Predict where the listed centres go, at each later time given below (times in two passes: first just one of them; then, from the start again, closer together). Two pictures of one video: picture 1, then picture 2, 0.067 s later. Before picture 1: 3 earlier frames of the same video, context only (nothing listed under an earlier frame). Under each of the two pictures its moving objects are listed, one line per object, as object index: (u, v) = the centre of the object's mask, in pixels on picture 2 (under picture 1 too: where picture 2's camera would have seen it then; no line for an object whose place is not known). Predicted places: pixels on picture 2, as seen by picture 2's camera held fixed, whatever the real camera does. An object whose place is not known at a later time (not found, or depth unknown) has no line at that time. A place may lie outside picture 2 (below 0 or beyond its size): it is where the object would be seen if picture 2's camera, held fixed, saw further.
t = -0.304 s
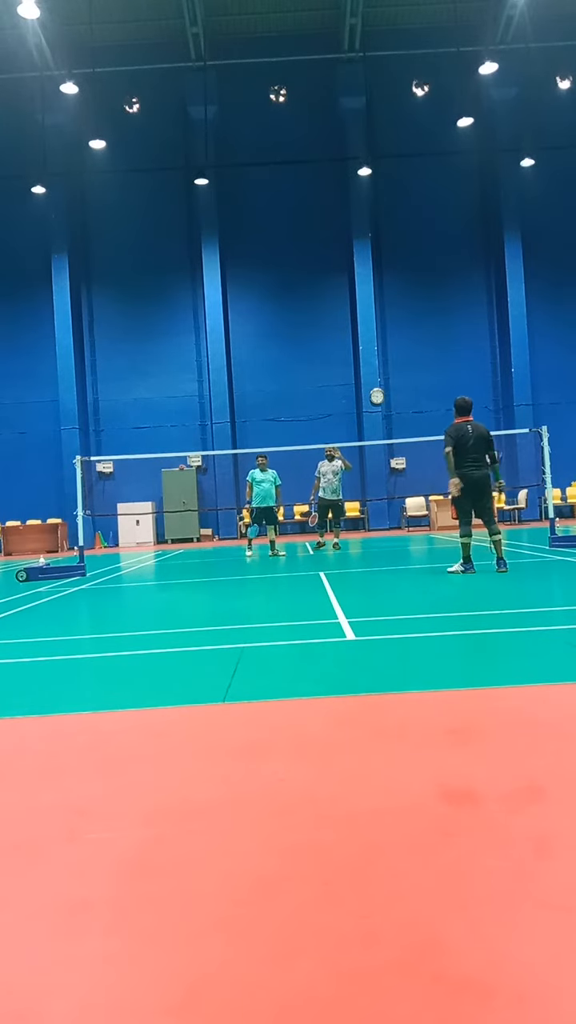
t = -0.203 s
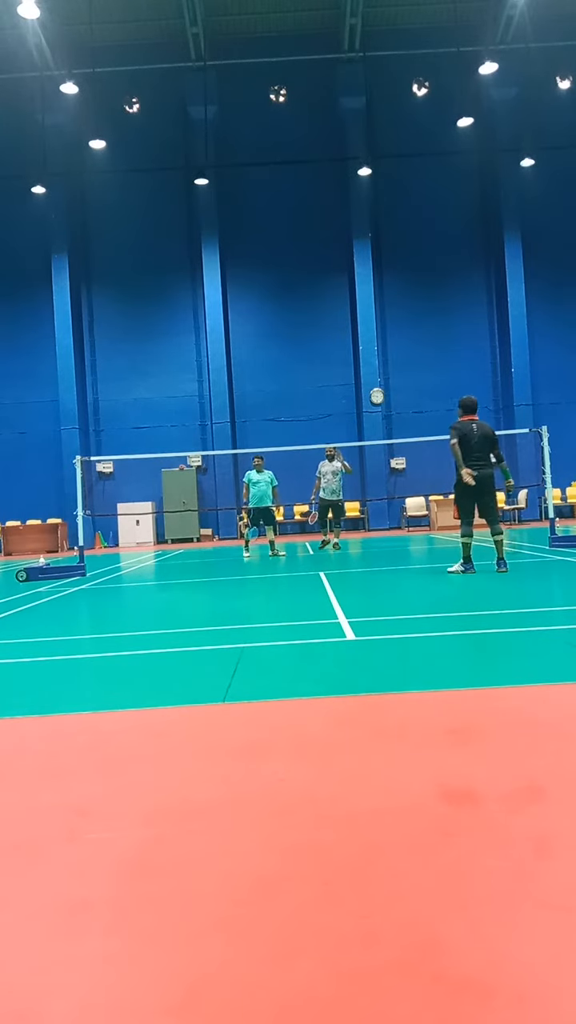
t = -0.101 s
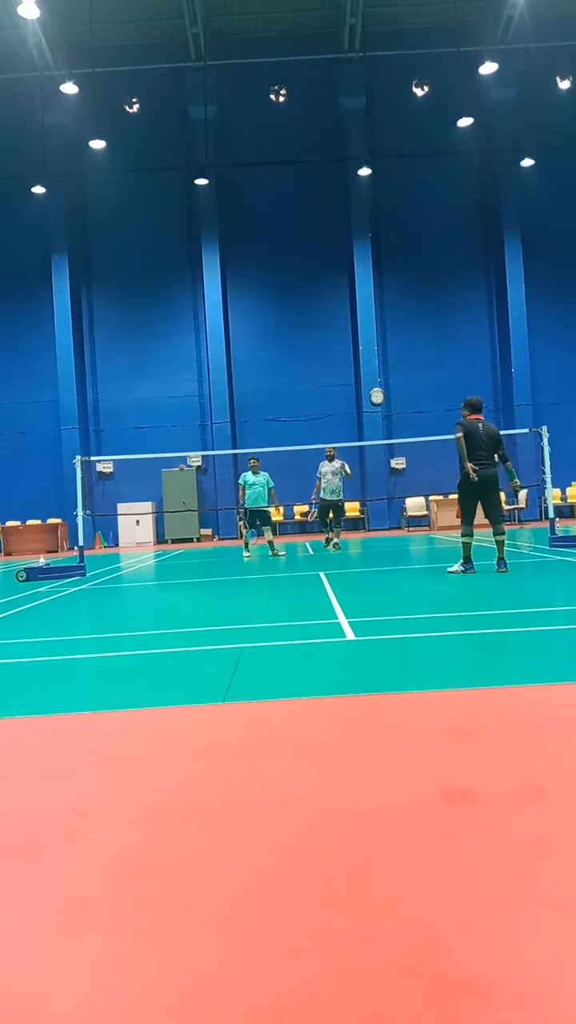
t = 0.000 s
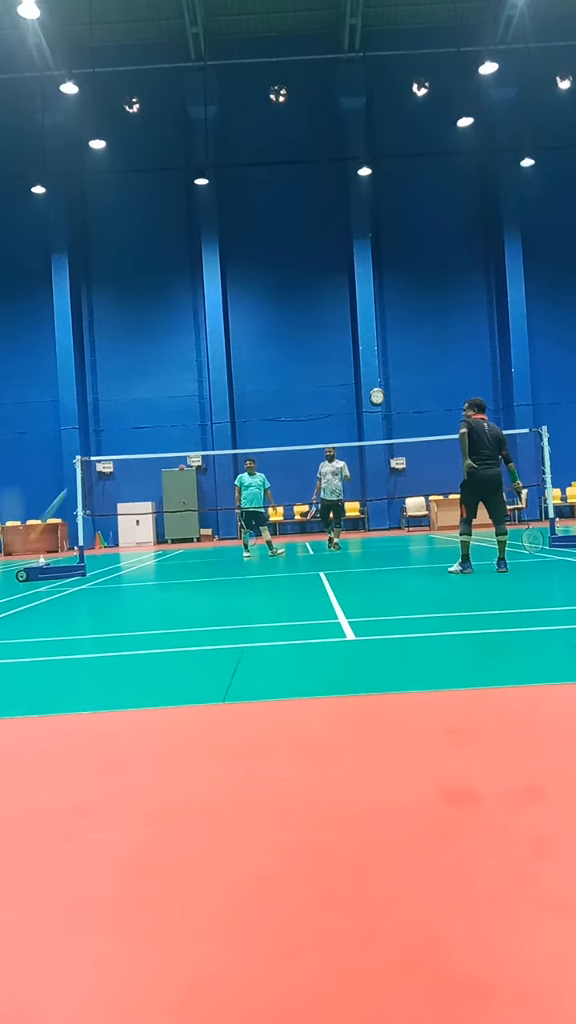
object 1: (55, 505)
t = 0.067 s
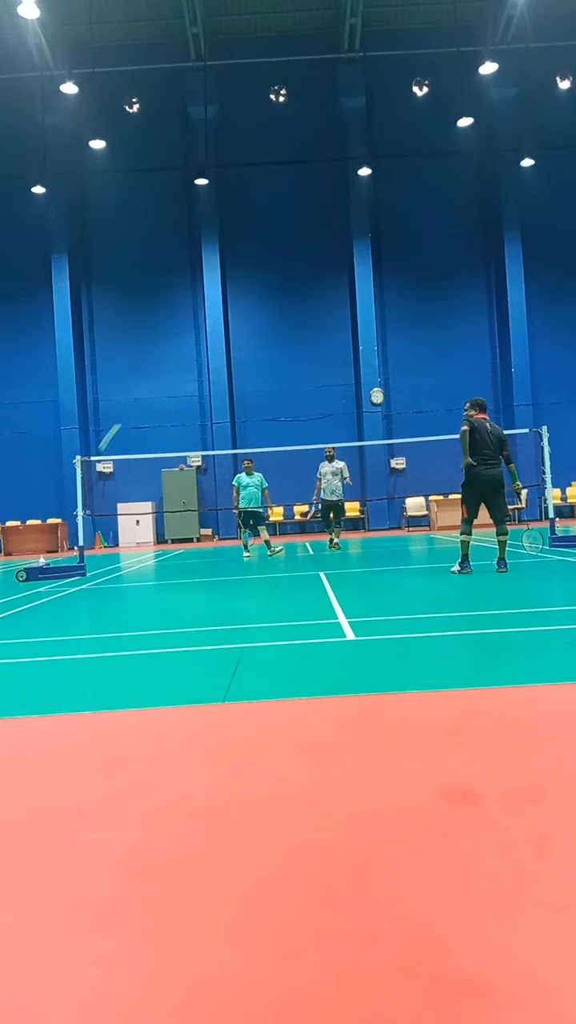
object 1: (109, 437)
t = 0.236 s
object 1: (188, 358)
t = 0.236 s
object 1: (188, 358)
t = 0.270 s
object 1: (198, 350)
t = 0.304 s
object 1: (207, 344)
